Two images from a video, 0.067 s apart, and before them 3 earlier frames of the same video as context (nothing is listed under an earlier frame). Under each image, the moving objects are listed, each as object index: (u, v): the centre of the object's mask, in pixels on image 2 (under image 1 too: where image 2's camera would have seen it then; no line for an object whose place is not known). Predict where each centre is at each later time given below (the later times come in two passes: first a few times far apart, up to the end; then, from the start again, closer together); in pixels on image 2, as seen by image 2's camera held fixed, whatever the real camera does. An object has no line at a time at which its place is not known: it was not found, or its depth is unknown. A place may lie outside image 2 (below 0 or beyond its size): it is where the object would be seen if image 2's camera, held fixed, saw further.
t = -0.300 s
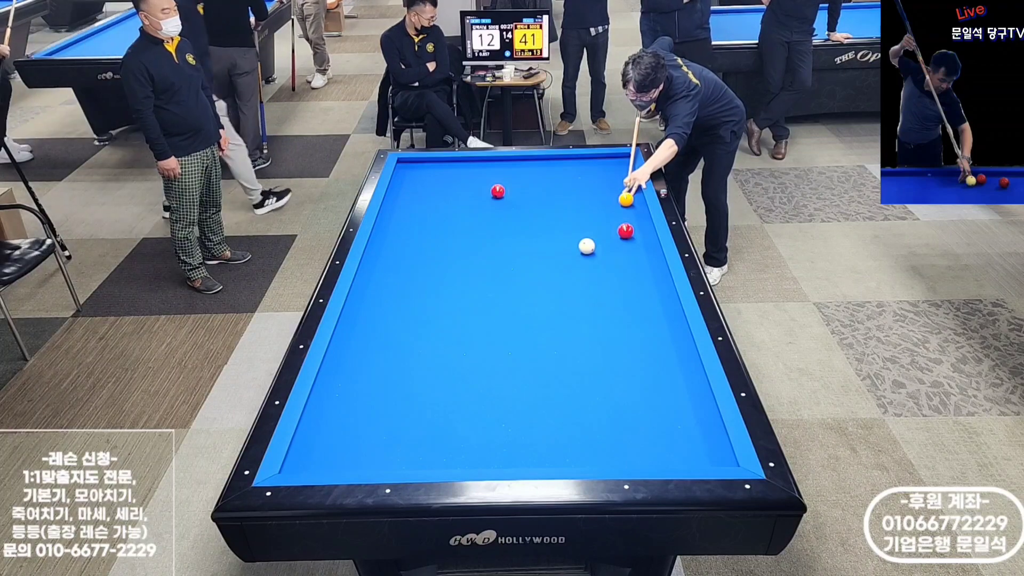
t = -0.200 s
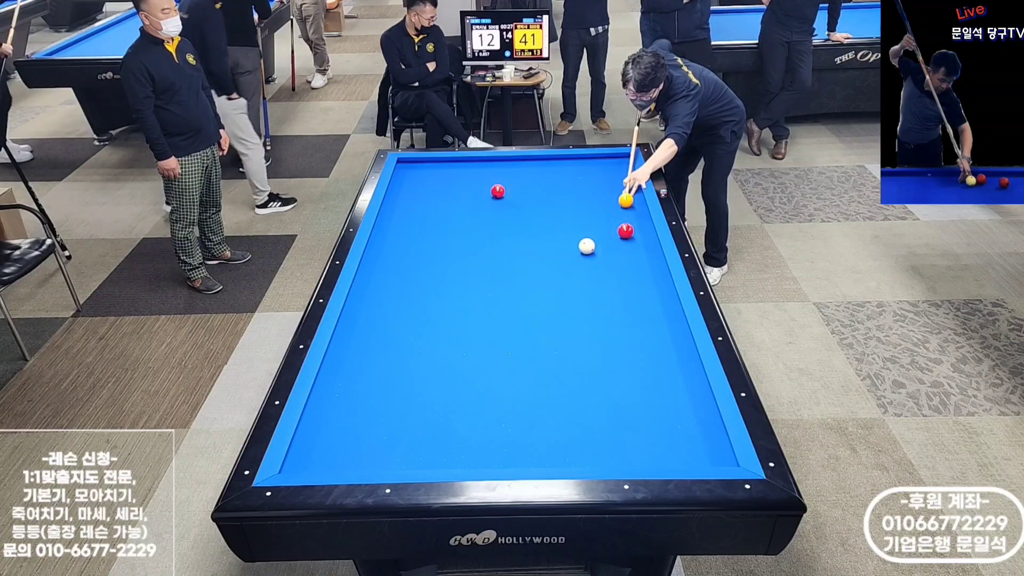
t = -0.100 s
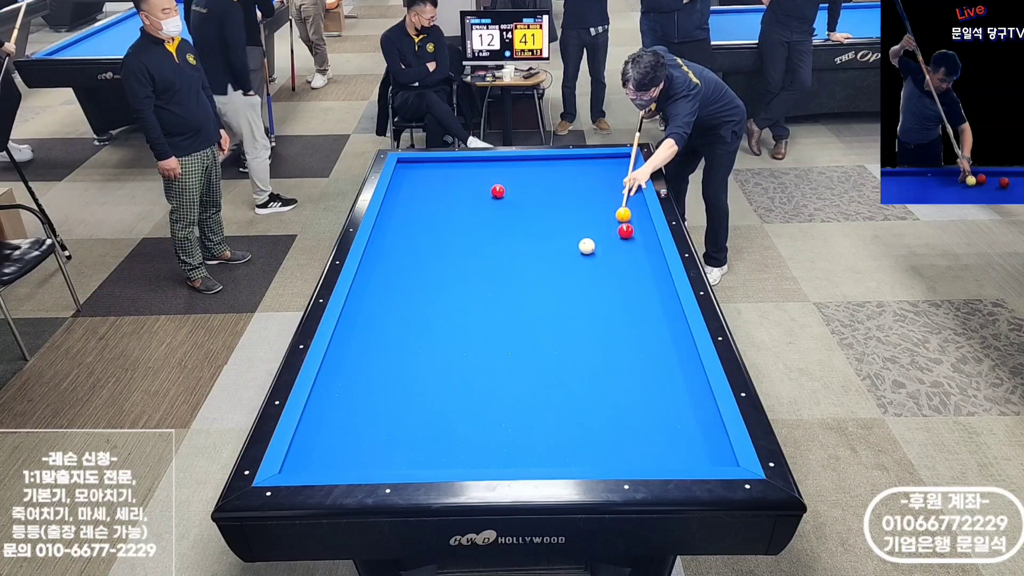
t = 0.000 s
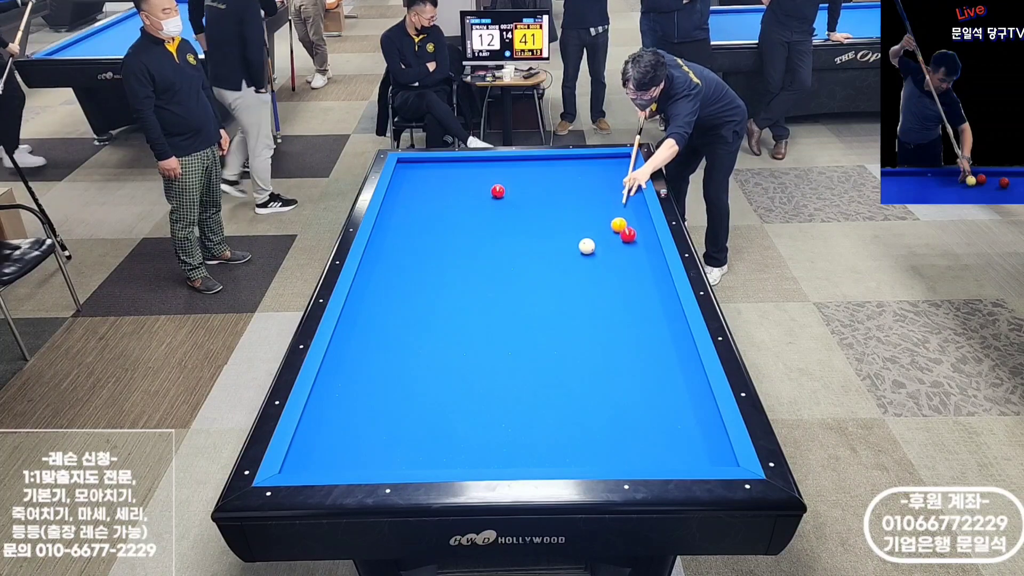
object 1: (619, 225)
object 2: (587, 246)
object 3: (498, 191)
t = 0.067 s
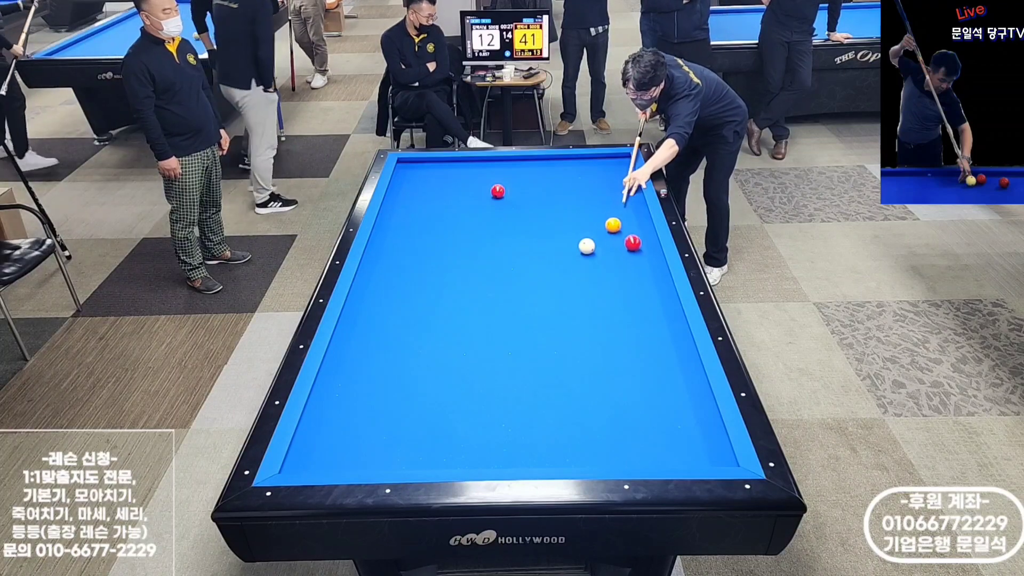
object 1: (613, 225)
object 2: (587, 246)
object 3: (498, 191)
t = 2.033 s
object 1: (516, 197)
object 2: (587, 246)
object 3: (498, 191)
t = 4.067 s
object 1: (500, 194)
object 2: (587, 246)
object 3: (472, 182)
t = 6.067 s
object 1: (500, 194)
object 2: (548, 225)
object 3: (466, 181)
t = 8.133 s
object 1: (500, 194)
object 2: (524, 215)
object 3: (466, 181)
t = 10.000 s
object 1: (500, 194)
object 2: (520, 214)
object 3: (466, 181)
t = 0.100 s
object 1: (611, 225)
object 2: (587, 246)
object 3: (498, 191)
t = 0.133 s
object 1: (608, 224)
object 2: (587, 246)
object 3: (498, 191)
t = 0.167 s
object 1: (606, 224)
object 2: (587, 246)
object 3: (498, 191)
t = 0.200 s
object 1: (604, 223)
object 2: (587, 246)
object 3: (498, 191)
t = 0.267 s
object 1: (600, 222)
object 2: (587, 246)
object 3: (498, 191)
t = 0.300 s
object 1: (598, 221)
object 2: (587, 246)
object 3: (498, 191)
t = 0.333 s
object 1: (596, 221)
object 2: (587, 246)
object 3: (498, 191)
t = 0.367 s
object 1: (594, 220)
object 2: (587, 246)
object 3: (498, 191)
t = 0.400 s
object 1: (592, 220)
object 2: (587, 246)
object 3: (498, 191)
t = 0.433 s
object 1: (591, 219)
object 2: (587, 246)
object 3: (498, 191)
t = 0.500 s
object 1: (587, 218)
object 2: (587, 246)
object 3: (498, 191)
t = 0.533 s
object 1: (585, 218)
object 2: (587, 246)
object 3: (498, 191)
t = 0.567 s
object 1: (583, 217)
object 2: (587, 246)
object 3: (498, 191)
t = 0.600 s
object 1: (582, 216)
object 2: (587, 246)
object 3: (498, 191)
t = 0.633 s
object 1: (580, 216)
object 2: (587, 246)
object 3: (498, 191)
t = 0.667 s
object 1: (578, 215)
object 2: (587, 246)
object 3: (498, 191)
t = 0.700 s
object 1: (576, 215)
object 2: (587, 246)
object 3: (498, 191)
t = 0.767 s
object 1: (573, 214)
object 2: (587, 246)
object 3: (498, 191)
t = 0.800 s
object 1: (571, 213)
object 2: (587, 246)
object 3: (498, 191)
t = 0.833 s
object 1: (569, 213)
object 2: (587, 246)
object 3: (498, 191)
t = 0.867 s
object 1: (568, 212)
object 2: (587, 246)
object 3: (498, 191)
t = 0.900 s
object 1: (566, 212)
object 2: (587, 246)
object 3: (498, 191)
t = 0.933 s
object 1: (564, 212)
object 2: (587, 246)
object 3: (498, 191)
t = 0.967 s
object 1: (563, 211)
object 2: (587, 246)
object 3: (498, 191)
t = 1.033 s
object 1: (559, 210)
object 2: (587, 246)
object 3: (498, 191)
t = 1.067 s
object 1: (558, 210)
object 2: (587, 246)
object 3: (498, 191)
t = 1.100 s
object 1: (556, 209)
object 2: (587, 246)
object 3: (498, 191)
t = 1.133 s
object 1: (555, 209)
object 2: (587, 246)
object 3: (498, 191)
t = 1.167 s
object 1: (553, 208)
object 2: (587, 246)
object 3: (498, 191)
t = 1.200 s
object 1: (551, 208)
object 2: (587, 246)
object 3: (498, 191)
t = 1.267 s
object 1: (548, 207)
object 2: (587, 246)
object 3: (498, 191)
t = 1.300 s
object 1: (547, 206)
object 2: (587, 246)
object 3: (498, 191)
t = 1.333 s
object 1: (545, 206)
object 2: (587, 246)
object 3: (498, 191)
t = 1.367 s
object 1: (544, 206)
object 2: (587, 246)
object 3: (498, 191)
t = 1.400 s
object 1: (542, 205)
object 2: (587, 246)
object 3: (498, 191)
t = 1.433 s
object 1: (541, 205)
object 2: (587, 246)
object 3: (498, 191)
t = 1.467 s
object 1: (539, 204)
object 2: (587, 246)
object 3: (498, 191)
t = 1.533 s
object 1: (536, 203)
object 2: (587, 246)
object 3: (498, 191)
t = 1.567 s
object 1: (535, 203)
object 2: (587, 246)
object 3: (498, 191)
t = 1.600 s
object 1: (534, 203)
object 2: (587, 246)
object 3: (498, 191)
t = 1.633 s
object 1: (532, 202)
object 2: (587, 246)
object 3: (498, 191)
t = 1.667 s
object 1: (531, 202)
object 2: (587, 246)
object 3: (498, 191)
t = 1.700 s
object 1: (529, 201)
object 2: (587, 246)
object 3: (498, 191)
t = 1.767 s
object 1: (527, 200)
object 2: (587, 246)
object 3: (498, 191)
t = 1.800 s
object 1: (525, 200)
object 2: (587, 246)
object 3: (498, 191)
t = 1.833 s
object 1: (524, 200)
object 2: (587, 246)
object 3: (498, 191)
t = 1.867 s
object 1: (523, 199)
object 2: (587, 246)
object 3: (498, 191)
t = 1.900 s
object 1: (521, 199)
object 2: (587, 246)
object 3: (498, 191)
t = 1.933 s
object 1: (520, 199)
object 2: (587, 246)
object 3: (498, 191)
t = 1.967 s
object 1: (519, 198)
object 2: (587, 246)
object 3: (498, 191)
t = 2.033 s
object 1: (516, 197)
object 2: (587, 246)
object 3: (498, 191)
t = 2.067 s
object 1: (515, 197)
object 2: (587, 246)
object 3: (498, 191)
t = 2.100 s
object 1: (513, 197)
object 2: (587, 246)
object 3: (498, 191)
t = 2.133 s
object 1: (512, 196)
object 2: (587, 246)
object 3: (497, 191)
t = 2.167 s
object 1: (511, 196)
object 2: (587, 246)
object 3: (498, 191)
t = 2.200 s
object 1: (510, 196)
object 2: (587, 246)
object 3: (497, 191)
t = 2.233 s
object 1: (509, 195)
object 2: (587, 246)
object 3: (497, 191)
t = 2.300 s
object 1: (507, 195)
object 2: (587, 246)
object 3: (496, 190)
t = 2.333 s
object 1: (507, 195)
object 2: (587, 246)
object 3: (495, 190)
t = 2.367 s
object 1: (506, 195)
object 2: (587, 246)
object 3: (495, 190)
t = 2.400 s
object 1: (506, 195)
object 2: (587, 246)
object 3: (494, 190)
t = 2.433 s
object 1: (506, 195)
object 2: (587, 246)
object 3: (494, 190)
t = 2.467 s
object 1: (505, 195)
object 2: (587, 246)
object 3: (493, 189)
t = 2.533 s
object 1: (505, 195)
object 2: (587, 246)
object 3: (492, 189)
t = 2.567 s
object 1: (504, 195)
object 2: (587, 246)
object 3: (492, 189)
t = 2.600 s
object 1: (504, 195)
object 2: (587, 246)
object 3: (491, 189)
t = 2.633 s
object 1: (504, 195)
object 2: (587, 246)
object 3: (491, 188)
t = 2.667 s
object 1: (504, 194)
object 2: (587, 246)
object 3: (490, 188)
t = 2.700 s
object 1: (503, 195)
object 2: (587, 246)
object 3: (489, 188)
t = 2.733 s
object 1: (503, 194)
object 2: (587, 246)
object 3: (489, 188)
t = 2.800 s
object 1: (503, 194)
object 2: (587, 246)
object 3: (488, 188)
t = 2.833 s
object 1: (502, 194)
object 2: (587, 246)
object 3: (487, 187)
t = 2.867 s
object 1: (502, 194)
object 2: (587, 246)
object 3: (487, 187)
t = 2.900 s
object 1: (502, 194)
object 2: (587, 246)
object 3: (486, 187)
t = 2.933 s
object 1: (502, 194)
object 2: (587, 246)
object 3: (486, 187)
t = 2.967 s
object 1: (502, 194)
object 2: (587, 246)
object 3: (485, 187)
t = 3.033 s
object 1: (501, 194)
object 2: (587, 246)
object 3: (484, 186)
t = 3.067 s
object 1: (501, 194)
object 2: (587, 246)
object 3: (484, 186)
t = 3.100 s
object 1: (501, 194)
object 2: (587, 246)
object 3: (483, 186)
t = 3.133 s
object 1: (501, 194)
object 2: (587, 246)
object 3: (483, 186)
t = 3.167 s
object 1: (501, 194)
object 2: (587, 246)
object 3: (482, 186)
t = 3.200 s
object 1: (501, 194)
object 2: (587, 246)
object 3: (482, 185)
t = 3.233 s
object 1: (501, 194)
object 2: (587, 246)
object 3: (481, 185)
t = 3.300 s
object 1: (500, 194)
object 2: (587, 246)
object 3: (480, 185)
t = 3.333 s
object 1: (500, 194)
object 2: (587, 246)
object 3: (480, 185)
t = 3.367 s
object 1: (500, 194)
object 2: (587, 246)
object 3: (479, 185)
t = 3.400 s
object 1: (500, 194)
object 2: (587, 246)
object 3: (479, 184)
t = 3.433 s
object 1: (500, 194)
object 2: (587, 246)
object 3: (478, 184)
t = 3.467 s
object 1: (500, 194)
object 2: (587, 246)
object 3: (478, 184)
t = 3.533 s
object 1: (500, 194)
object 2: (587, 246)
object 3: (477, 184)
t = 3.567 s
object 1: (500, 194)
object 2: (587, 246)
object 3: (477, 184)
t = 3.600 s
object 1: (500, 194)
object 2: (587, 246)
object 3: (476, 184)
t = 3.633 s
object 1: (500, 194)
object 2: (587, 246)
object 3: (476, 183)
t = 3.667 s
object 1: (500, 194)
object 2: (587, 246)
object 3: (476, 183)
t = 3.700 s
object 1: (500, 194)
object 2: (587, 246)
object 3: (475, 183)
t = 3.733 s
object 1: (500, 194)
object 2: (587, 246)
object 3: (475, 183)
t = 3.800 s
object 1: (500, 194)
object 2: (587, 246)
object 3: (474, 183)
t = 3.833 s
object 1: (500, 194)
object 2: (587, 246)
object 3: (474, 183)
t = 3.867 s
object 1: (500, 194)
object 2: (587, 246)
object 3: (473, 183)
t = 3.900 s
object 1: (500, 194)
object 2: (587, 246)
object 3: (473, 183)
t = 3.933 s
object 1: (500, 194)
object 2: (587, 246)
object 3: (473, 183)
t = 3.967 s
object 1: (500, 194)
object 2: (587, 246)
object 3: (473, 182)
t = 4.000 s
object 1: (500, 194)
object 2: (587, 246)
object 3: (472, 182)
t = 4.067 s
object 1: (500, 194)
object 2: (587, 246)
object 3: (472, 182)
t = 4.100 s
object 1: (500, 194)
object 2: (587, 246)
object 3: (472, 182)
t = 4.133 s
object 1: (500, 194)
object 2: (587, 246)
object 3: (471, 182)
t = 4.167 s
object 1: (500, 194)
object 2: (587, 246)
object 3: (471, 182)
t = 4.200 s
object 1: (500, 194)
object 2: (587, 246)
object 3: (471, 182)
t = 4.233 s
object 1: (500, 194)
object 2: (587, 246)
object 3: (470, 182)
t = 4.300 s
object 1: (500, 194)
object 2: (587, 246)
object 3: (470, 182)
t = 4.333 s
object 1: (500, 194)
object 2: (587, 246)
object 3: (470, 182)
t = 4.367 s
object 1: (500, 194)
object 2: (587, 246)
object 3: (470, 181)
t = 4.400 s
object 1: (500, 194)
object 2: (586, 246)
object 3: (469, 181)
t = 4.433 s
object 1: (500, 194)
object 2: (586, 246)
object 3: (469, 181)
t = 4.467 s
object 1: (500, 194)
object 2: (586, 245)
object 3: (469, 181)
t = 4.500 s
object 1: (500, 194)
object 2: (585, 245)
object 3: (469, 181)
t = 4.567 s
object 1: (500, 194)
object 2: (583, 244)
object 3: (468, 181)
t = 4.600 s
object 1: (500, 194)
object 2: (582, 243)
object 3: (468, 181)
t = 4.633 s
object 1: (500, 194)
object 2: (581, 243)
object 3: (468, 181)
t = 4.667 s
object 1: (500, 194)
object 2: (580, 242)
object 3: (468, 181)
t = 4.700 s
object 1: (500, 194)
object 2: (579, 242)
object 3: (467, 181)
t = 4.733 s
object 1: (500, 194)
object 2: (578, 241)
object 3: (467, 181)
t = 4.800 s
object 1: (500, 194)
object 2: (576, 240)
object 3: (467, 181)
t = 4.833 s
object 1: (500, 194)
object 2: (575, 240)
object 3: (467, 181)
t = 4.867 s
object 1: (500, 194)
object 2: (574, 239)
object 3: (467, 181)
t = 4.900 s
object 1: (500, 194)
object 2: (573, 239)
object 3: (466, 181)
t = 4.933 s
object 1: (500, 194)
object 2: (572, 238)
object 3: (466, 181)
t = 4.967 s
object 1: (500, 194)
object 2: (572, 238)
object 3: (466, 181)
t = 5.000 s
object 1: (500, 194)
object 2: (571, 238)
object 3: (466, 181)
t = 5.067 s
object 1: (500, 194)
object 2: (569, 237)
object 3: (466, 181)
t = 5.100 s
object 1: (500, 194)
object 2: (568, 236)
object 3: (466, 181)
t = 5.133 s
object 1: (500, 194)
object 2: (567, 236)
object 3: (466, 181)
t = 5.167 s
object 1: (500, 194)
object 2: (567, 235)
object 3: (466, 181)
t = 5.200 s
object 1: (500, 194)
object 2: (566, 235)
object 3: (466, 181)
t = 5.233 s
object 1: (500, 194)
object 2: (565, 234)
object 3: (466, 181)
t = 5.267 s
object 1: (500, 194)
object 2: (564, 234)
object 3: (466, 181)
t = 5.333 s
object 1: (500, 194)
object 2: (563, 233)
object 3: (466, 181)
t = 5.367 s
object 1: (500, 194)
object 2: (562, 233)
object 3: (466, 181)
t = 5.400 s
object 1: (500, 194)
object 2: (561, 232)
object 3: (466, 181)
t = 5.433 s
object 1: (500, 194)
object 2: (560, 232)
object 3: (466, 181)
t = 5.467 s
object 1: (500, 194)
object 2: (560, 232)
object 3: (466, 181)
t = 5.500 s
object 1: (500, 194)
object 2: (559, 231)
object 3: (466, 181)
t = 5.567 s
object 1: (500, 194)
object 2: (557, 230)
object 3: (466, 181)
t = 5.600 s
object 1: (500, 194)
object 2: (557, 230)
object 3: (466, 181)
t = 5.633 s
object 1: (500, 194)
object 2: (556, 230)
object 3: (466, 181)
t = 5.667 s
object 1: (500, 194)
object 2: (555, 229)
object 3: (466, 181)
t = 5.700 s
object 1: (500, 194)
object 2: (555, 229)
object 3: (466, 181)
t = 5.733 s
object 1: (500, 194)
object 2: (554, 229)
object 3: (466, 181)
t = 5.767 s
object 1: (500, 194)
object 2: (553, 228)
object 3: (466, 181)
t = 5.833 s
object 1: (500, 194)
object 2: (552, 228)
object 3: (466, 181)
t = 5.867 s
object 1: (500, 194)
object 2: (551, 227)
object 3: (466, 181)
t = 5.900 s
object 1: (500, 194)
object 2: (551, 227)
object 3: (466, 181)
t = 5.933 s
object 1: (500, 194)
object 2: (550, 227)
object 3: (466, 181)
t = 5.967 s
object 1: (500, 194)
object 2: (550, 226)
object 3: (466, 181)
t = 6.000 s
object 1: (500, 194)
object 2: (549, 226)
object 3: (466, 181)
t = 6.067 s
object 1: (500, 194)
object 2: (548, 225)
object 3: (466, 181)
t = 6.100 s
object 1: (500, 194)
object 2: (547, 225)
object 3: (466, 181)
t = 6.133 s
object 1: (500, 194)
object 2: (547, 225)
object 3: (466, 181)
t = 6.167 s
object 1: (500, 194)
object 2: (546, 225)
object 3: (466, 181)
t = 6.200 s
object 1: (500, 194)
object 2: (546, 224)
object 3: (466, 181)
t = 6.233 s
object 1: (500, 194)
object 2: (545, 224)
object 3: (466, 181)
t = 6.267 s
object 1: (500, 194)
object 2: (544, 224)
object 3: (466, 181)
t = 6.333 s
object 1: (500, 194)
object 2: (543, 223)
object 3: (466, 181)
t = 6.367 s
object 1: (500, 194)
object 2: (543, 223)
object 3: (466, 181)
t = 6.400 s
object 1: (500, 194)
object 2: (542, 223)
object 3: (466, 181)
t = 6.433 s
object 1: (500, 194)
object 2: (542, 222)
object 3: (466, 181)
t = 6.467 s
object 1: (500, 194)
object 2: (541, 222)
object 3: (466, 181)
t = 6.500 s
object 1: (500, 194)
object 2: (541, 222)
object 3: (466, 181)
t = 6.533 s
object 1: (500, 194)
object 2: (540, 222)
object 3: (466, 181)
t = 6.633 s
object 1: (500, 194)
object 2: (539, 221)
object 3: (466, 181)
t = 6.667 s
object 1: (500, 194)
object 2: (538, 221)
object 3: (466, 181)
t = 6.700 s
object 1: (500, 194)
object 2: (538, 220)
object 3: (466, 181)
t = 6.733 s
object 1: (500, 194)
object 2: (538, 220)
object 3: (466, 181)
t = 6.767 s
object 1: (500, 194)
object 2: (537, 220)
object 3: (466, 181)
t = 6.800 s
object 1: (500, 194)
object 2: (537, 220)
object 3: (466, 181)
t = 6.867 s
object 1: (500, 194)
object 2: (536, 219)
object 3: (466, 181)
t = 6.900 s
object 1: (500, 194)
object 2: (536, 219)
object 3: (466, 181)
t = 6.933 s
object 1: (500, 194)
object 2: (535, 219)
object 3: (466, 181)
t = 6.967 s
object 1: (500, 194)
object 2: (535, 219)
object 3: (466, 181)
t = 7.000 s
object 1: (500, 194)
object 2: (534, 219)
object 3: (466, 181)
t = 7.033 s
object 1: (500, 194)
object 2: (534, 218)
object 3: (466, 181)
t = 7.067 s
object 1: (500, 194)
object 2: (534, 218)
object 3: (466, 181)
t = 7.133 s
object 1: (500, 194)
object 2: (533, 218)
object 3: (466, 181)
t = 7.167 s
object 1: (500, 194)
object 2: (532, 218)
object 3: (466, 181)
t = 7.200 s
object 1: (500, 194)
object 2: (532, 218)
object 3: (466, 181)
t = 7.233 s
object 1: (500, 194)
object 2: (532, 218)
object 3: (466, 181)
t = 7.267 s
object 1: (500, 194)
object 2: (531, 217)
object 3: (466, 181)
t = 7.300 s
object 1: (500, 194)
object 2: (531, 217)
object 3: (466, 181)
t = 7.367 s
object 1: (500, 194)
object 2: (530, 217)
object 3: (466, 181)
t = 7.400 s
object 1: (500, 194)
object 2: (530, 217)
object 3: (466, 181)
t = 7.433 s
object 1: (500, 194)
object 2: (530, 217)
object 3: (466, 181)
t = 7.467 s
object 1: (500, 194)
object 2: (529, 217)
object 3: (466, 181)
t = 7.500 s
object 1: (500, 194)
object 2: (529, 217)
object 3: (466, 181)
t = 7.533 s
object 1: (500, 194)
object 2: (529, 216)
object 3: (466, 181)
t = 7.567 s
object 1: (500, 194)
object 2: (529, 216)
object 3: (466, 181)
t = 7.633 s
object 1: (500, 194)
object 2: (528, 216)
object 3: (466, 181)
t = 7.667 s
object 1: (500, 194)
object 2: (528, 216)
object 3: (466, 181)
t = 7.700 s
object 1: (500, 194)
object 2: (527, 216)
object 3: (466, 181)
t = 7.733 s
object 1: (500, 194)
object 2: (527, 216)
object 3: (466, 181)
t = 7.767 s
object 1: (500, 194)
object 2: (527, 216)
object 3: (466, 181)
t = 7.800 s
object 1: (500, 194)
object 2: (526, 216)
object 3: (466, 181)
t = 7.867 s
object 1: (500, 194)
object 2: (526, 215)
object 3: (466, 181)
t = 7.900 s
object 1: (500, 194)
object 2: (525, 215)
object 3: (466, 181)
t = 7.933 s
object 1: (500, 194)
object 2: (525, 215)
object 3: (466, 181)
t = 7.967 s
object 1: (500, 194)
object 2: (525, 215)
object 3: (466, 181)
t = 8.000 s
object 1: (500, 194)
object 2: (525, 215)
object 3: (466, 181)
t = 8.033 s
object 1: (500, 194)
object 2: (524, 215)
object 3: (466, 181)
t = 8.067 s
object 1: (500, 194)
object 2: (524, 215)
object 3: (466, 181)
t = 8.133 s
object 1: (500, 194)
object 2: (524, 215)
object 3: (466, 181)
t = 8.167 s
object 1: (500, 194)
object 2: (523, 215)
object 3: (466, 181)
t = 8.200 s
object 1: (500, 194)
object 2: (523, 215)
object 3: (466, 181)
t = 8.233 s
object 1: (500, 194)
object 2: (523, 215)
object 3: (466, 181)
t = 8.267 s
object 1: (500, 194)
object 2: (523, 215)
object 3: (466, 181)
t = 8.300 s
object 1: (500, 194)
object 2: (522, 214)
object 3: (466, 181)
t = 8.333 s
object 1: (500, 194)
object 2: (522, 214)
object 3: (466, 181)
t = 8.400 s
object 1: (500, 194)
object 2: (522, 214)
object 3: (466, 181)
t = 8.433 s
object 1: (500, 194)
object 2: (522, 214)
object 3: (466, 181)
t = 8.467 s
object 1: (500, 194)
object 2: (521, 214)
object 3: (466, 181)
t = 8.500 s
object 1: (500, 194)
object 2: (521, 214)
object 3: (466, 181)
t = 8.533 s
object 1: (500, 194)
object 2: (521, 214)
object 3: (466, 181)
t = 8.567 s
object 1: (500, 194)
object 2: (521, 214)
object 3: (466, 181)
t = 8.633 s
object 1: (500, 194)
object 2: (521, 214)
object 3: (466, 181)
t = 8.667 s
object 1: (500, 194)
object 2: (521, 214)
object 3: (466, 181)
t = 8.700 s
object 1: (500, 194)
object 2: (521, 214)
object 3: (466, 181)
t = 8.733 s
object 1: (500, 194)
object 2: (520, 214)
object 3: (466, 181)
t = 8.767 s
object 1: (500, 194)
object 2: (520, 214)
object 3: (466, 181)
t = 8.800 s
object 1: (500, 194)
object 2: (520, 214)
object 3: (466, 181)
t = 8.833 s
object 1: (500, 194)
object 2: (520, 214)
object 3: (466, 181)
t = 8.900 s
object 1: (500, 194)
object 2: (520, 214)
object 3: (466, 181)
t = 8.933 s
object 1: (500, 194)
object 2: (520, 214)
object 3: (466, 181)
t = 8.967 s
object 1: (500, 194)
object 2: (520, 214)
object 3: (466, 181)
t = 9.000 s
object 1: (500, 194)
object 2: (520, 214)
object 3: (466, 181)
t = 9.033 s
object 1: (500, 194)
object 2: (520, 214)
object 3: (466, 181)
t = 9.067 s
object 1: (500, 194)
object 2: (520, 214)
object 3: (466, 181)
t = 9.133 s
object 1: (500, 194)
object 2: (520, 214)
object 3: (466, 181)
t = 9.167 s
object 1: (500, 194)
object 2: (520, 214)
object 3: (466, 181)
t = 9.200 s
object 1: (500, 194)
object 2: (520, 214)
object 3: (466, 181)
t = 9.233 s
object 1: (500, 194)
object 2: (520, 214)
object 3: (466, 181)
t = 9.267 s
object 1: (500, 194)
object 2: (520, 214)
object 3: (466, 181)
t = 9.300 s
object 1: (500, 194)
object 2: (520, 214)
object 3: (466, 181)
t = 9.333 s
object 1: (500, 194)
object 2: (520, 214)
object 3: (466, 181)
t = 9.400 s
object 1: (500, 194)
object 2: (520, 214)
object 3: (466, 181)
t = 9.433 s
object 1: (500, 194)
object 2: (520, 214)
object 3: (466, 181)
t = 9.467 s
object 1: (500, 194)
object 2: (520, 214)
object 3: (466, 181)
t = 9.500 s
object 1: (500, 194)
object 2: (520, 214)
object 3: (466, 181)
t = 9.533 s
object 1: (500, 194)
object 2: (520, 214)
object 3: (466, 181)
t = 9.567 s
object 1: (500, 194)
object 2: (520, 214)
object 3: (466, 181)
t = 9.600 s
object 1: (500, 194)
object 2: (520, 214)
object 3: (466, 181)
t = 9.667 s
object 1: (500, 194)
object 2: (520, 214)
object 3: (466, 181)
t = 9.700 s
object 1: (500, 194)
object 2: (520, 214)
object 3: (466, 181)
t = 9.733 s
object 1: (500, 194)
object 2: (520, 214)
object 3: (466, 181)
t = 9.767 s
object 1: (500, 194)
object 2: (520, 214)
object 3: (466, 181)
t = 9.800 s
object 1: (500, 194)
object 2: (520, 214)
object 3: (466, 181)
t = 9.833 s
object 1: (500, 194)
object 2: (520, 214)
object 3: (466, 181)
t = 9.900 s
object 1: (500, 194)
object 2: (520, 214)
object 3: (466, 181)
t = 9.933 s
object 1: (500, 194)
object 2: (520, 214)
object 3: (466, 181)
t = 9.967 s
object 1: (500, 194)
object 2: (520, 214)
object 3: (466, 181)
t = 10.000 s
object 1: (500, 194)
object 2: (520, 214)
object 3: (466, 181)
